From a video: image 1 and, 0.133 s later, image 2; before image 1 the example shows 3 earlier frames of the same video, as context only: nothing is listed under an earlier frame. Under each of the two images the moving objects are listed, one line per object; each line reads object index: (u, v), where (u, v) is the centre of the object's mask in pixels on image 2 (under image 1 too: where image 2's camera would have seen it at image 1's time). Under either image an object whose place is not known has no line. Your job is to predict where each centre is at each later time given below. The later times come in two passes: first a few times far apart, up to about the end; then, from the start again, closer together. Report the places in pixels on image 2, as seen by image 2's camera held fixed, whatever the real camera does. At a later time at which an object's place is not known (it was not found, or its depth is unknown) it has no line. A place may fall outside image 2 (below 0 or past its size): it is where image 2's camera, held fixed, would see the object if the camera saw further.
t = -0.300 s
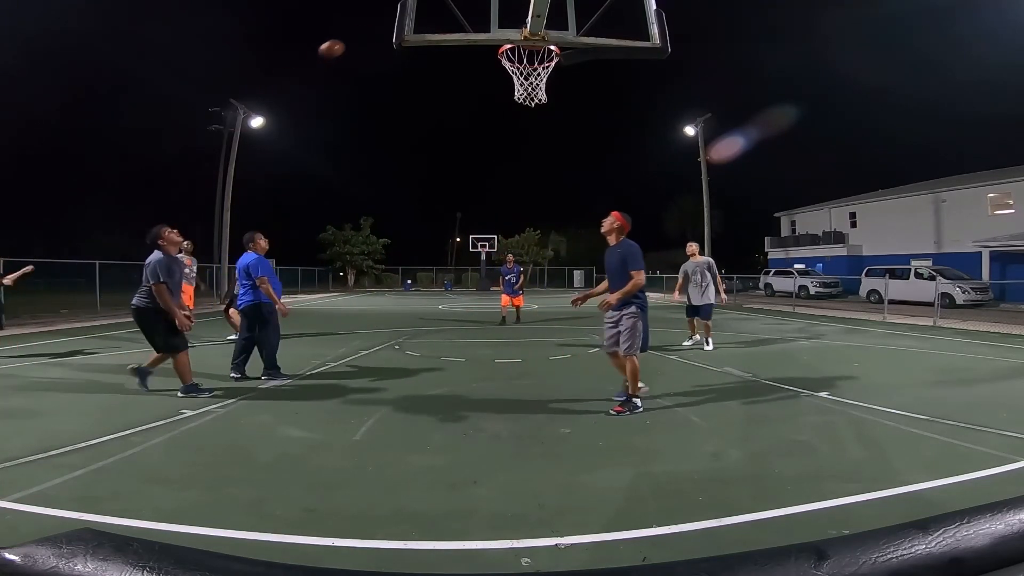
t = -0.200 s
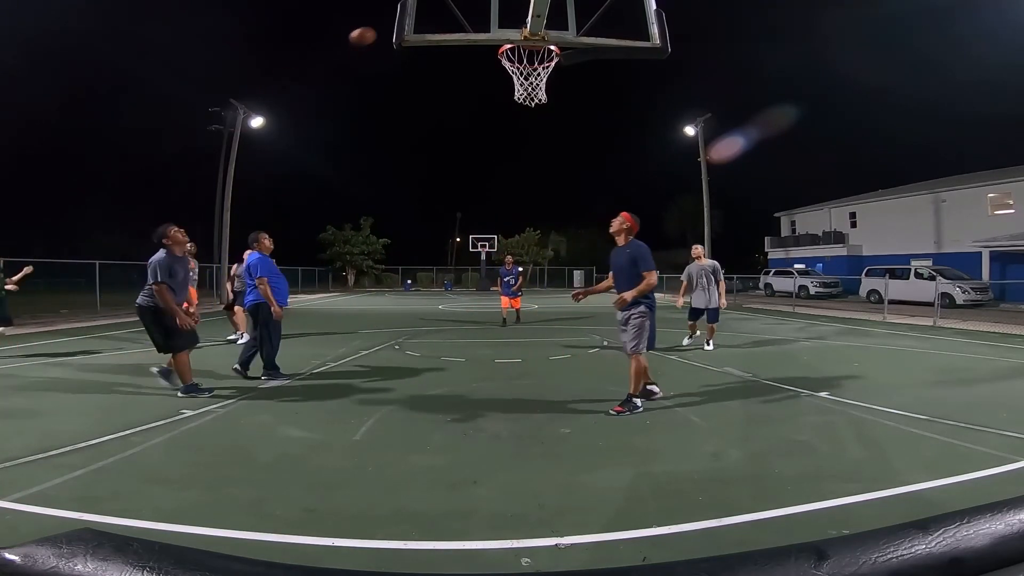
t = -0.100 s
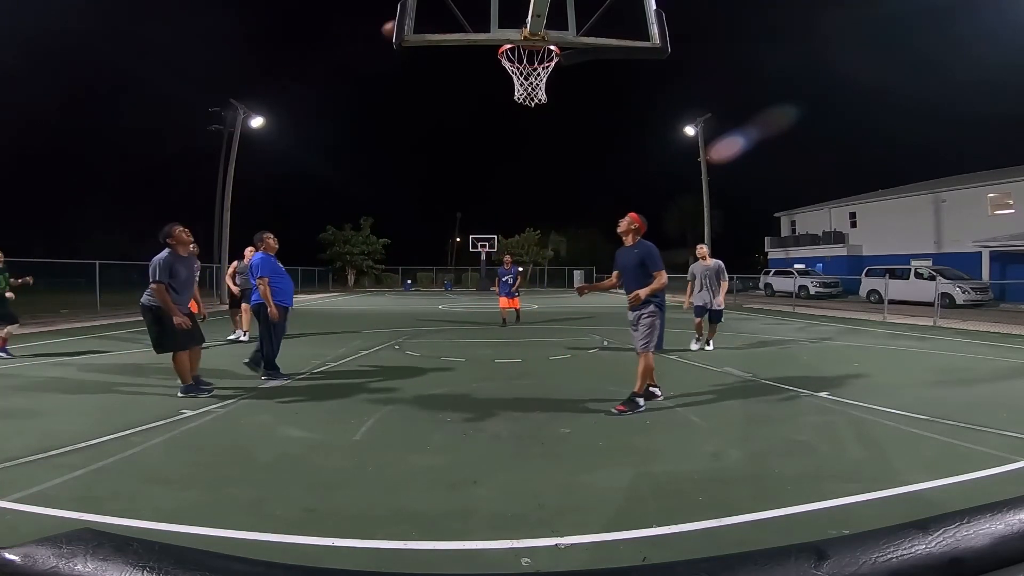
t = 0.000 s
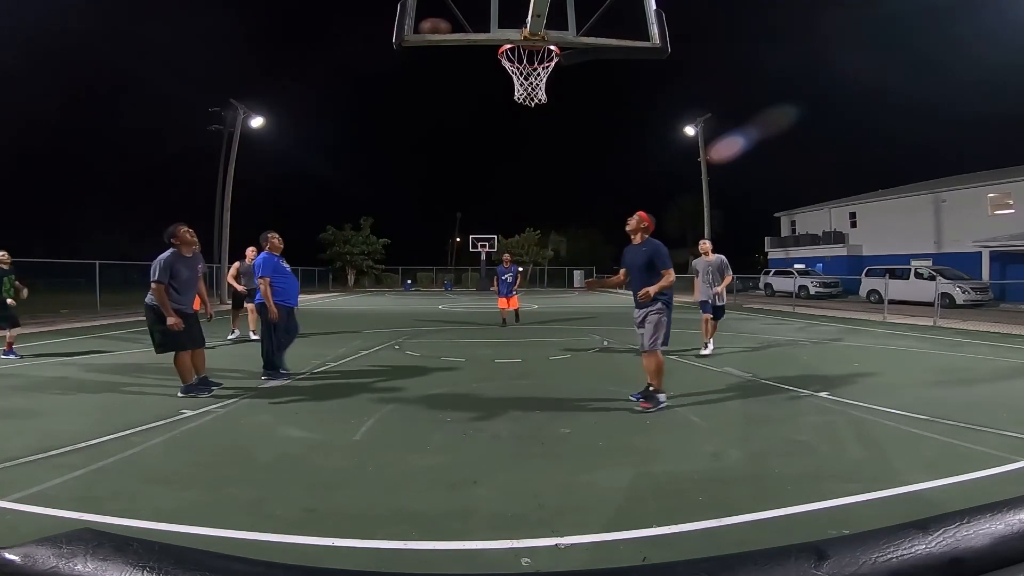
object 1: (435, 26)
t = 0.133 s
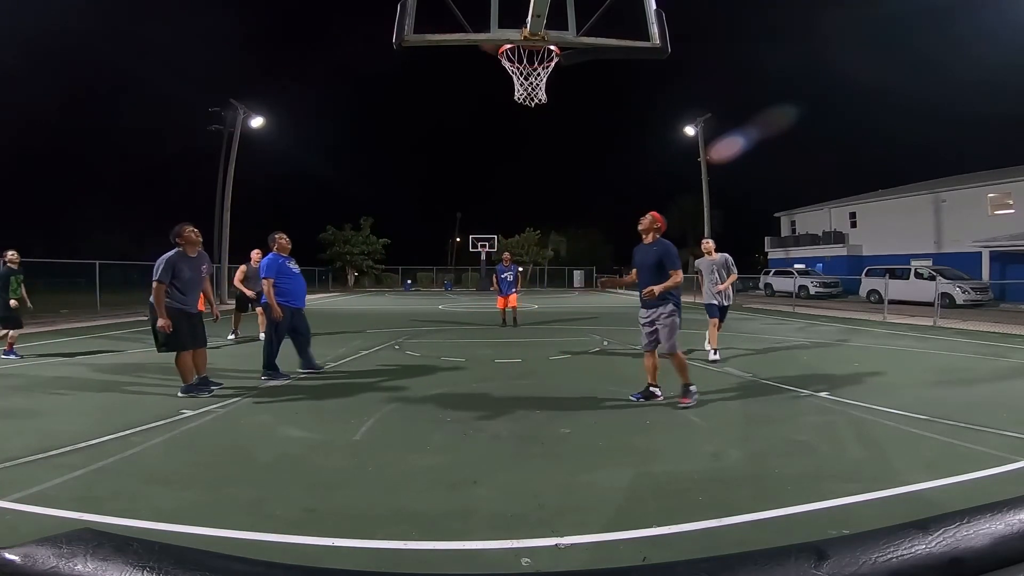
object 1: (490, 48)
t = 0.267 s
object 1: (563, 73)
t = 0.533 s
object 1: (592, 104)
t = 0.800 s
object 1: (633, 251)
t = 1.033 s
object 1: (651, 406)
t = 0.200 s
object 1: (534, 56)
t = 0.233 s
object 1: (558, 70)
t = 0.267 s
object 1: (563, 73)
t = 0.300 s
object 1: (565, 71)
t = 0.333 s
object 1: (568, 72)
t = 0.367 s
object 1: (572, 74)
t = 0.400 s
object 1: (576, 77)
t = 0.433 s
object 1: (580, 82)
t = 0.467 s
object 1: (584, 88)
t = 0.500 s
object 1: (588, 95)
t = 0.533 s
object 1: (592, 104)
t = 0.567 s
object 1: (596, 115)
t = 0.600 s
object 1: (602, 127)
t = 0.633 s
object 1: (607, 142)
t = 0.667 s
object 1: (612, 159)
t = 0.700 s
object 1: (617, 178)
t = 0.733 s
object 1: (622, 200)
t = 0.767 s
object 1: (628, 226)
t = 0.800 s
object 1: (633, 251)
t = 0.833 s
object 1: (637, 278)
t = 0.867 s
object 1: (642, 319)
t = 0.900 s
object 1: (646, 352)
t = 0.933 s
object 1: (651, 388)
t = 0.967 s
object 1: (655, 423)
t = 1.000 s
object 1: (654, 431)
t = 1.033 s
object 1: (651, 406)
